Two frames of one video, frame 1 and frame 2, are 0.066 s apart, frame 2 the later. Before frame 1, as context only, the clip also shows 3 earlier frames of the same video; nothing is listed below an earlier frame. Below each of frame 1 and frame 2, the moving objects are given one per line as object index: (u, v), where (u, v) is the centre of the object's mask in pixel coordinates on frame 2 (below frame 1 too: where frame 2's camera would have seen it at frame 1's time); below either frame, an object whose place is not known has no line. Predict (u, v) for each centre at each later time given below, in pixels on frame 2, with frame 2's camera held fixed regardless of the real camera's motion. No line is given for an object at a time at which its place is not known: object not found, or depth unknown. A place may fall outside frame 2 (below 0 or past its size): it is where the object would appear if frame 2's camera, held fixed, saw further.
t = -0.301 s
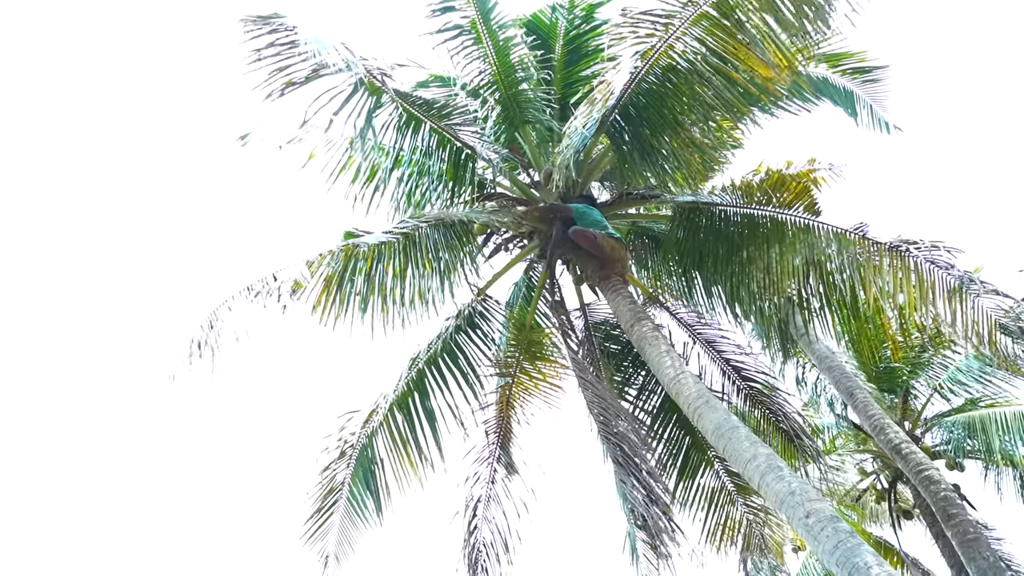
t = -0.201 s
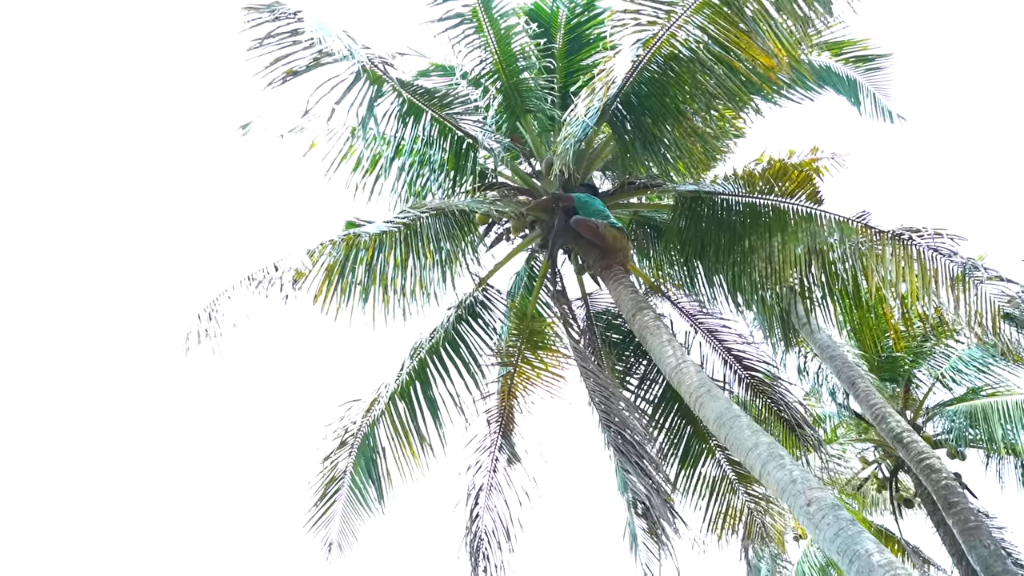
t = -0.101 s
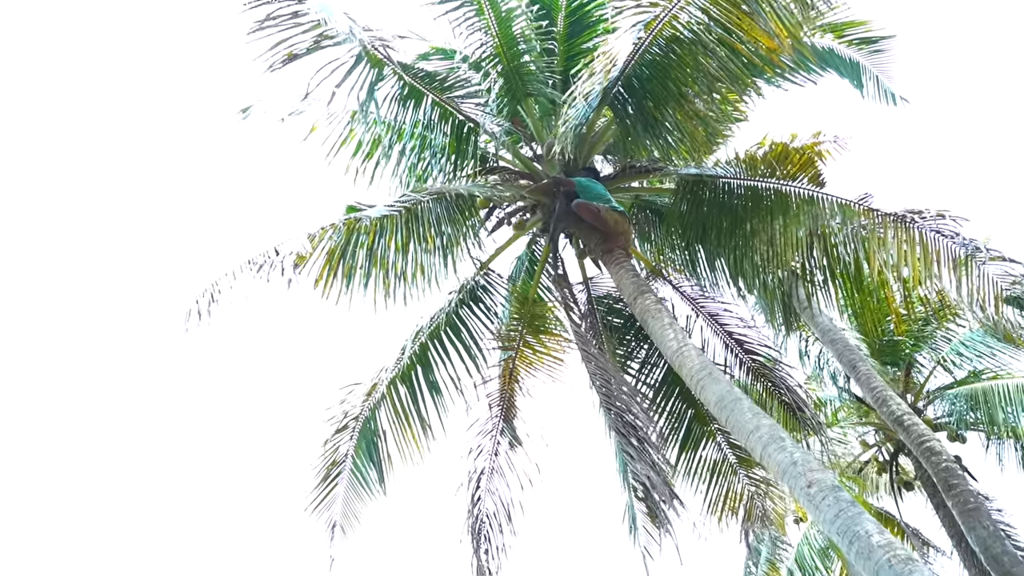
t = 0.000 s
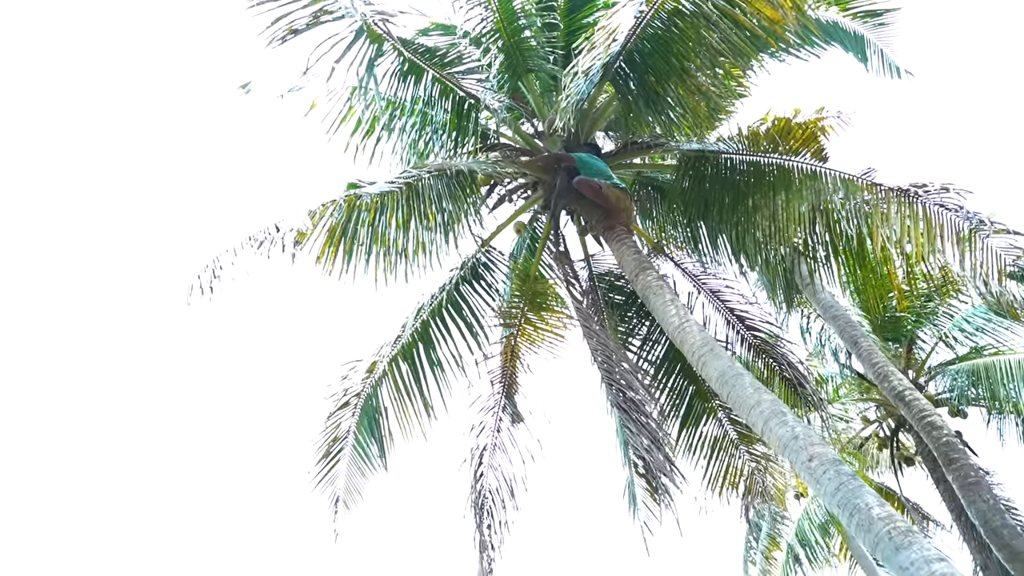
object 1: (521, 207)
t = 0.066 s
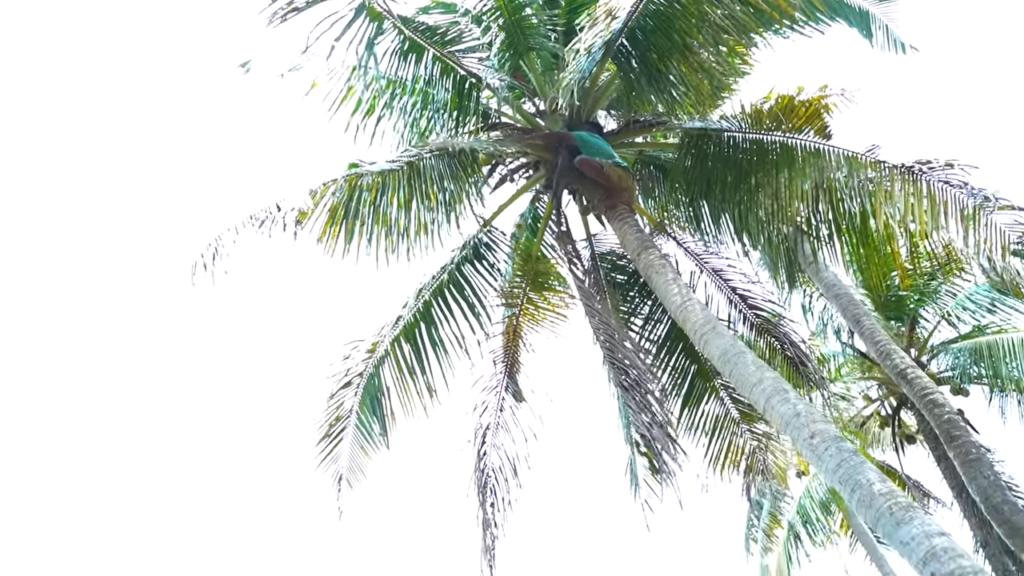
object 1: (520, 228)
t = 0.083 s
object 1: (520, 235)
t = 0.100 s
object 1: (518, 240)
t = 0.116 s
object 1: (519, 246)
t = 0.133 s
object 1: (517, 259)
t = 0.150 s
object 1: (519, 260)
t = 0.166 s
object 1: (519, 267)
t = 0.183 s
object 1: (518, 274)
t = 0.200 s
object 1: (517, 280)
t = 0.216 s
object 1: (515, 288)
